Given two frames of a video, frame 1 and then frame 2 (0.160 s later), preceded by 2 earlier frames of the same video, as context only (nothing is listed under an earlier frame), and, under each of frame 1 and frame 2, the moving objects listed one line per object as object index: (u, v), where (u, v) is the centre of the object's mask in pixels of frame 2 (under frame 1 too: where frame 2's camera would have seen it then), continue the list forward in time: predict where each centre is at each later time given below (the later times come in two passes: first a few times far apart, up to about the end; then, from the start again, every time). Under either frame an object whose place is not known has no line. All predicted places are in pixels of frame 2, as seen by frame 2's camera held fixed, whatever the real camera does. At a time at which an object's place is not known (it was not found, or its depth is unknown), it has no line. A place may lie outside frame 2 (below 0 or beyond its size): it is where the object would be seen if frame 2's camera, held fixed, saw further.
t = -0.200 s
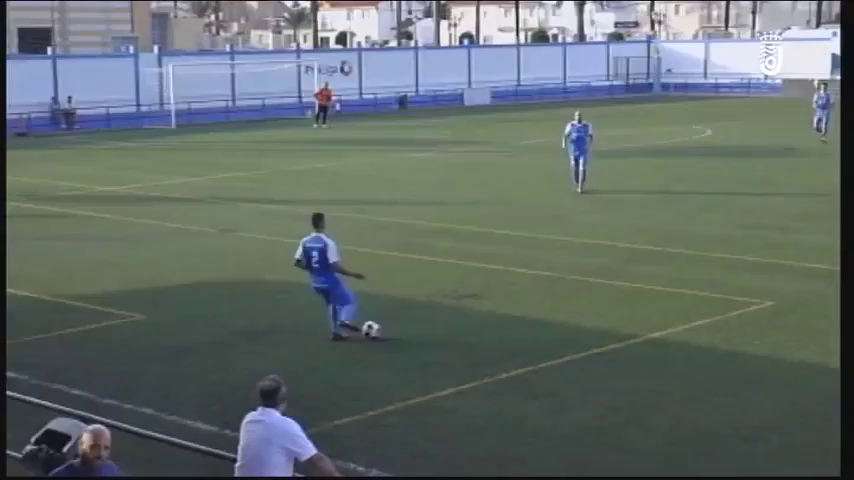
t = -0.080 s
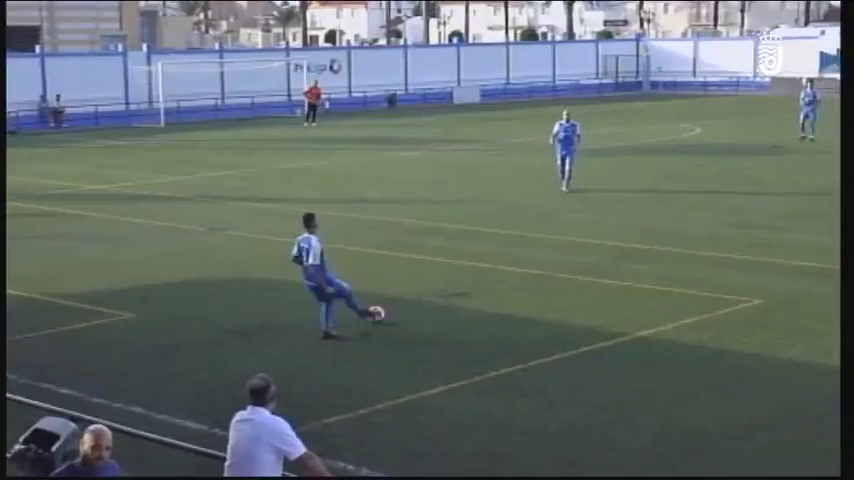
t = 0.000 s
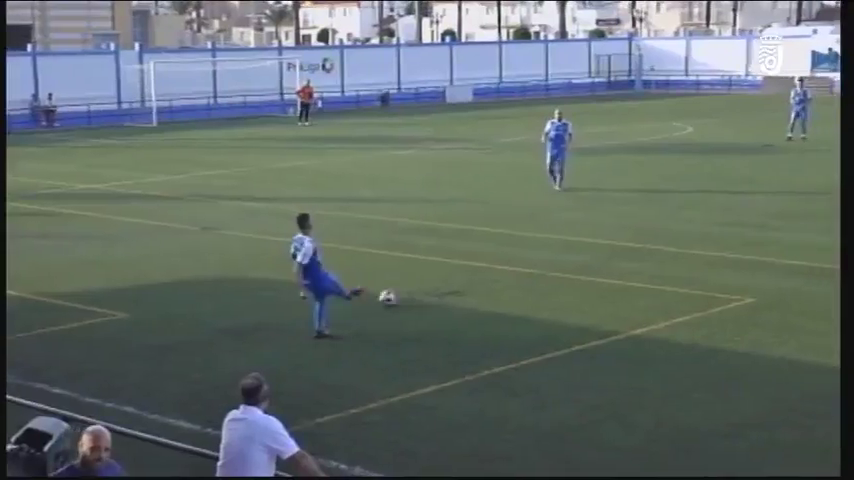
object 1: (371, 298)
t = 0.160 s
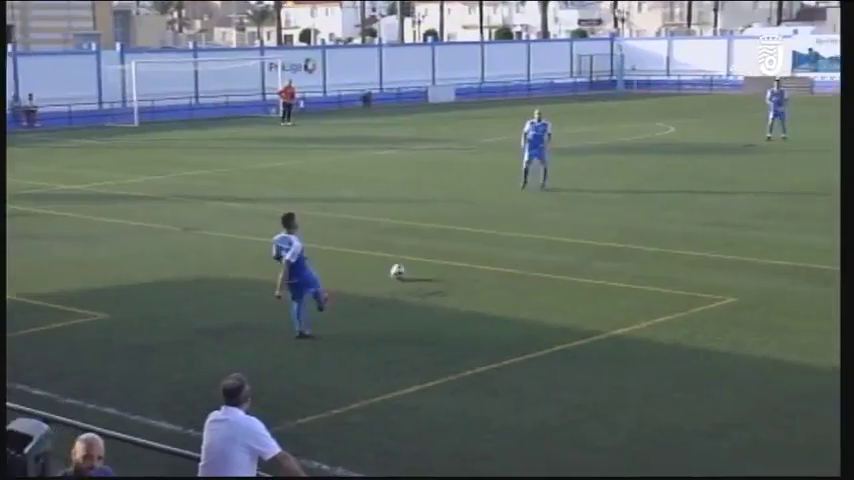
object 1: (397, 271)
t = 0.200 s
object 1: (403, 266)
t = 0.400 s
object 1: (427, 245)
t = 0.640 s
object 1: (446, 223)
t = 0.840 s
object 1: (458, 210)
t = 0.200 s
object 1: (403, 266)
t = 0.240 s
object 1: (408, 261)
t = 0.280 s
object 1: (414, 255)
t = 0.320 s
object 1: (419, 252)
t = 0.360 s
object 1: (423, 248)
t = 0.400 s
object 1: (427, 245)
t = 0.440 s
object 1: (431, 241)
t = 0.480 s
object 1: (434, 236)
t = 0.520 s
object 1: (437, 231)
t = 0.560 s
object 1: (441, 228)
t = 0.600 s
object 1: (445, 227)
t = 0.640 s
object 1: (446, 223)
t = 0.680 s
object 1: (449, 219)
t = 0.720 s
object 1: (451, 217)
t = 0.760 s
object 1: (454, 215)
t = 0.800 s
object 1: (457, 214)
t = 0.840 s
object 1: (458, 210)
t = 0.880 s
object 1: (460, 207)
